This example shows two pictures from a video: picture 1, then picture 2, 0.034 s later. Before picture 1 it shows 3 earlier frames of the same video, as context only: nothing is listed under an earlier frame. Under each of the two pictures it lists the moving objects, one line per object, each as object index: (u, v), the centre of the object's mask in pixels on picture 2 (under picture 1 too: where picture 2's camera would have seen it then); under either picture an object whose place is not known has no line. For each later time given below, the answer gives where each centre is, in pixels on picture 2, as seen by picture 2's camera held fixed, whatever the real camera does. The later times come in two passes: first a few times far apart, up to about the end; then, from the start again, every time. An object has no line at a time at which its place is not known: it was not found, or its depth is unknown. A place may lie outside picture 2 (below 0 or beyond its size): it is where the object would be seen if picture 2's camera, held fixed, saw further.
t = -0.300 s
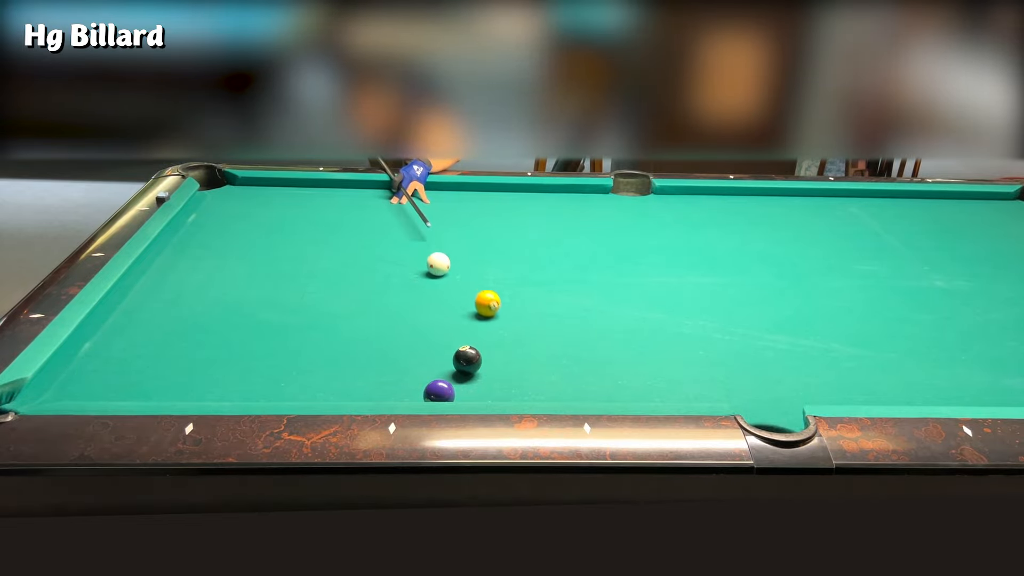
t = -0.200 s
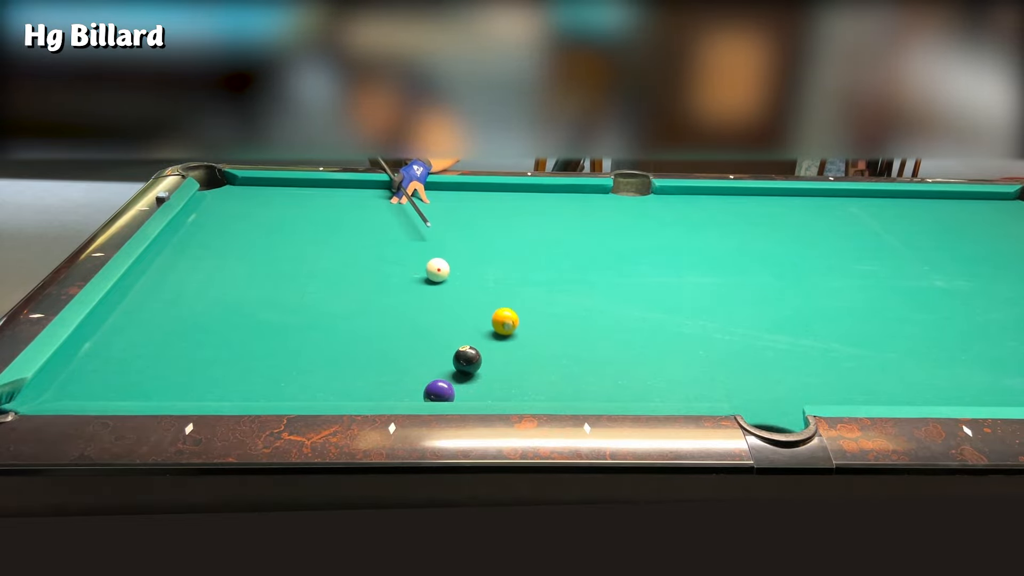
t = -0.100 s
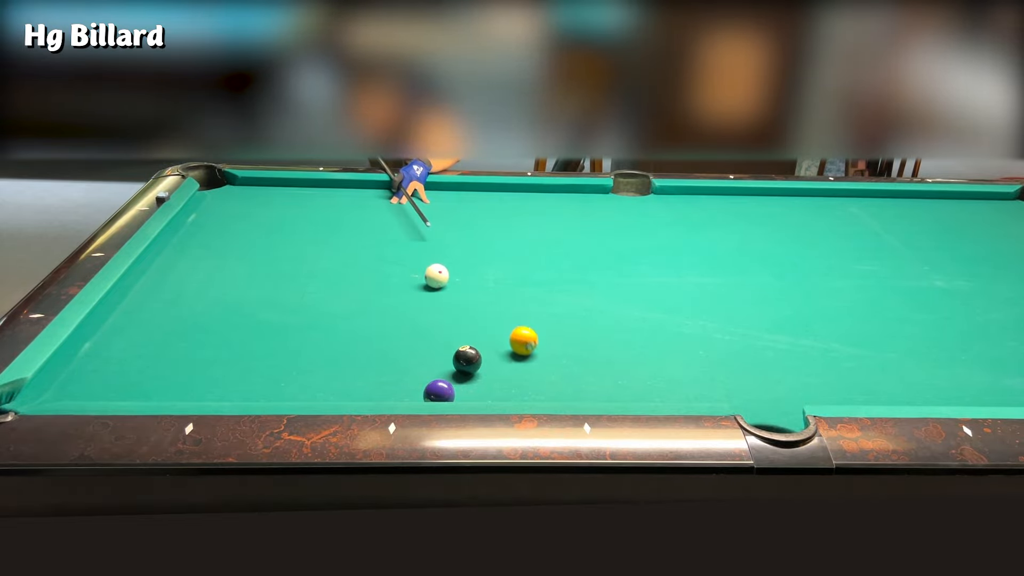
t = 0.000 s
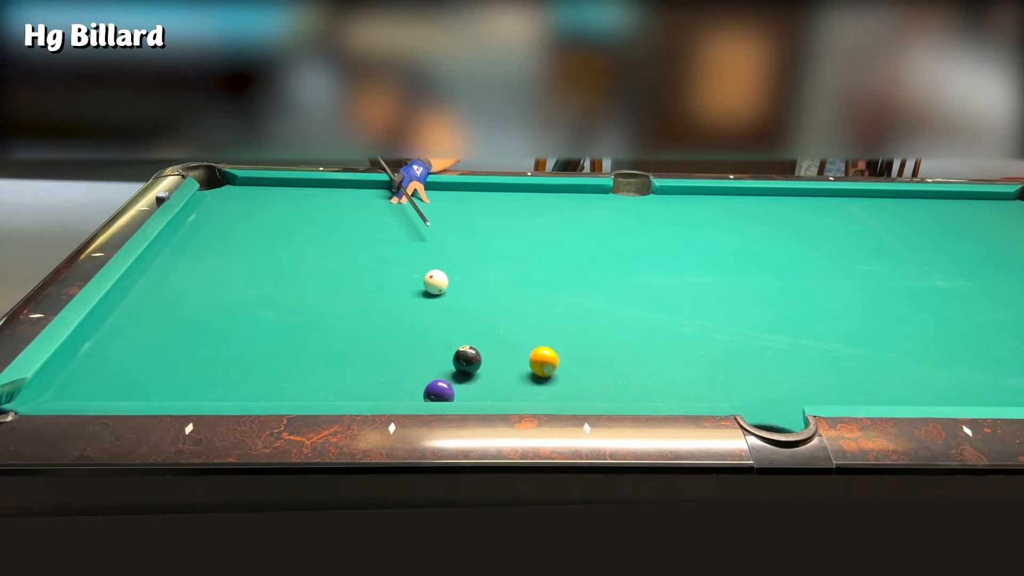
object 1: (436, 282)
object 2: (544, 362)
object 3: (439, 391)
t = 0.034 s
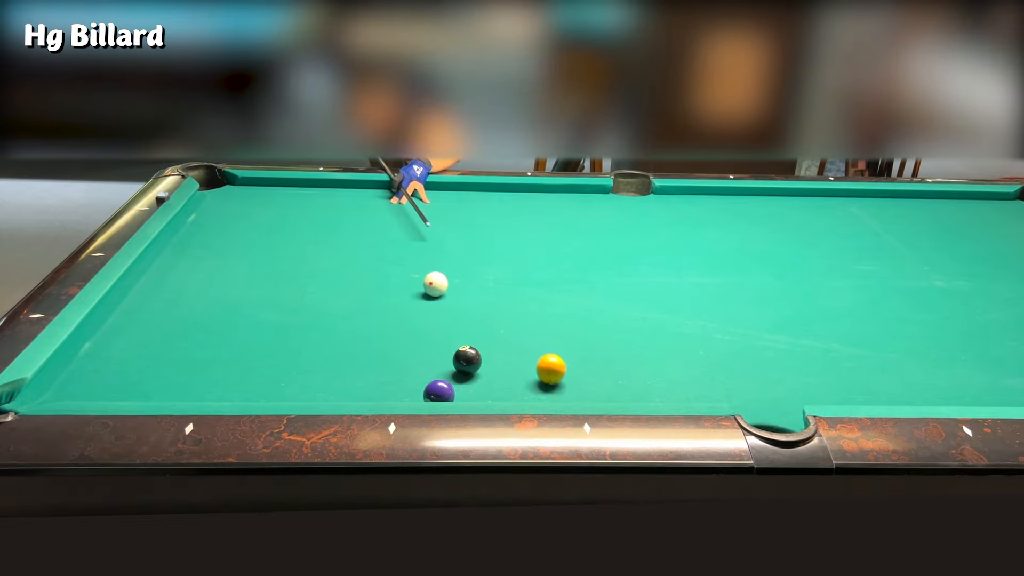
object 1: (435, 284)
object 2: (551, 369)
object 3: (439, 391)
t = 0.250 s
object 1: (433, 298)
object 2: (586, 388)
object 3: (439, 391)
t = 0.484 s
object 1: (431, 312)
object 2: (599, 364)
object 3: (439, 391)
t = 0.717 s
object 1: (428, 327)
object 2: (611, 342)
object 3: (439, 391)
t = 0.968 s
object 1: (425, 344)
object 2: (624, 322)
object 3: (439, 391)
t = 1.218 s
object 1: (422, 360)
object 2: (634, 305)
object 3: (439, 391)
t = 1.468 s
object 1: (418, 376)
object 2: (643, 290)
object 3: (439, 391)
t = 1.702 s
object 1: (411, 387)
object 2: (650, 279)
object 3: (443, 393)
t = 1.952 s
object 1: (399, 392)
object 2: (658, 267)
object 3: (447, 393)
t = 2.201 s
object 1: (391, 392)
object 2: (664, 257)
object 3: (450, 392)
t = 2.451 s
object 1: (387, 390)
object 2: (670, 248)
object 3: (451, 392)
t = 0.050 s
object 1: (435, 285)
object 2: (554, 373)
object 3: (439, 391)
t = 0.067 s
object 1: (435, 286)
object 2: (558, 377)
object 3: (439, 391)
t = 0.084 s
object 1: (435, 287)
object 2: (562, 381)
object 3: (439, 391)
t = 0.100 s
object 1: (435, 288)
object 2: (566, 385)
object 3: (439, 391)
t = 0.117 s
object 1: (435, 289)
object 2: (570, 388)
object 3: (439, 391)
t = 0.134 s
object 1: (435, 290)
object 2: (573, 390)
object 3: (439, 391)
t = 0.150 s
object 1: (434, 291)
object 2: (577, 392)
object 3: (439, 391)
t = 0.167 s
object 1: (434, 292)
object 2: (581, 394)
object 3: (439, 391)
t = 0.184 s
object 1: (434, 293)
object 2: (582, 393)
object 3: (439, 391)
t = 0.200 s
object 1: (434, 295)
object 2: (583, 391)
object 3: (439, 391)
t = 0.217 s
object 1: (434, 296)
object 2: (584, 390)
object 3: (439, 391)
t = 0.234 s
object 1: (434, 297)
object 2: (585, 389)
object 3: (439, 391)
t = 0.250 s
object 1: (433, 298)
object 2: (586, 388)
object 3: (439, 391)
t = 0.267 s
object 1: (433, 299)
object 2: (587, 386)
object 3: (439, 391)
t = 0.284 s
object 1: (433, 300)
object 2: (588, 384)
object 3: (439, 391)
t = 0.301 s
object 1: (433, 301)
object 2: (589, 382)
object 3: (439, 391)
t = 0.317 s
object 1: (432, 302)
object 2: (590, 381)
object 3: (439, 391)
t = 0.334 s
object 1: (432, 303)
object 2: (591, 379)
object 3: (439, 391)
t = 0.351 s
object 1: (432, 304)
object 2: (592, 377)
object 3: (439, 391)
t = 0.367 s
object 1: (432, 305)
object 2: (593, 375)
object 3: (439, 391)
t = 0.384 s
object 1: (432, 306)
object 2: (594, 374)
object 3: (439, 391)
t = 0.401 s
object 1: (432, 307)
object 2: (595, 372)
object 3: (439, 391)
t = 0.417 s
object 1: (431, 308)
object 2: (596, 370)
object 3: (439, 391)
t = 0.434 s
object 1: (431, 309)
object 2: (597, 368)
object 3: (439, 391)
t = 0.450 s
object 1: (431, 310)
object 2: (597, 367)
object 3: (439, 391)
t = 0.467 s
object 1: (431, 311)
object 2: (598, 366)
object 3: (439, 391)
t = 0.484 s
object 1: (431, 312)
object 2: (599, 364)
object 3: (439, 391)
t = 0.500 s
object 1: (431, 313)
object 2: (600, 362)
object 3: (439, 391)
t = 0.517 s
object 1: (430, 314)
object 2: (601, 360)
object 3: (439, 391)
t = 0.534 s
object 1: (430, 315)
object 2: (602, 359)
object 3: (439, 391)
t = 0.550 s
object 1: (430, 316)
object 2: (603, 357)
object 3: (439, 391)
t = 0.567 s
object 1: (430, 318)
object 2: (604, 356)
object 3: (439, 391)
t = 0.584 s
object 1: (430, 319)
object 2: (605, 354)
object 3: (439, 391)
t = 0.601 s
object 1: (429, 320)
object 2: (605, 353)
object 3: (439, 391)
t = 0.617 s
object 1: (429, 321)
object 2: (606, 351)
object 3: (439, 391)
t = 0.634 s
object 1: (429, 322)
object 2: (607, 349)
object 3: (439, 391)
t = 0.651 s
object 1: (429, 323)
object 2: (608, 348)
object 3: (439, 391)
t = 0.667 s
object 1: (429, 324)
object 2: (609, 346)
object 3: (439, 391)
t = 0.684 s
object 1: (428, 325)
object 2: (609, 345)
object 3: (439, 391)
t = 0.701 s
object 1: (428, 326)
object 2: (610, 344)
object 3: (439, 391)
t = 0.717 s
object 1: (428, 327)
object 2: (611, 342)
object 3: (439, 391)
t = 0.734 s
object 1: (428, 329)
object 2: (613, 340)
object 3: (439, 391)
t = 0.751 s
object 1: (428, 330)
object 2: (614, 338)
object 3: (439, 391)
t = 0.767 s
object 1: (427, 331)
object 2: (614, 337)
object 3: (439, 391)
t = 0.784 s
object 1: (427, 333)
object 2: (615, 336)
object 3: (439, 391)
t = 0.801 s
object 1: (427, 334)
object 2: (616, 334)
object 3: (439, 391)
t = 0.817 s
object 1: (427, 335)
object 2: (617, 333)
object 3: (439, 391)
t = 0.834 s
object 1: (427, 336)
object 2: (618, 332)
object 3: (439, 391)
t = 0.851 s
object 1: (426, 337)
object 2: (618, 330)
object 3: (439, 391)
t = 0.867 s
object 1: (426, 338)
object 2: (619, 329)
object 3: (439, 391)
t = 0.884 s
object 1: (426, 339)
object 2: (620, 328)
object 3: (439, 391)
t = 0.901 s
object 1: (426, 340)
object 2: (621, 327)
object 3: (439, 391)
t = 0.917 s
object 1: (426, 341)
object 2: (621, 325)
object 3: (439, 391)
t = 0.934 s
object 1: (426, 342)
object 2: (622, 324)
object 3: (439, 391)
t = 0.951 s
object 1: (425, 343)
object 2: (623, 323)
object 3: (439, 391)
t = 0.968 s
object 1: (425, 344)
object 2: (624, 322)
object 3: (439, 391)
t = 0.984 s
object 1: (425, 345)
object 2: (624, 321)
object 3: (439, 391)
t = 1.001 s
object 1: (425, 347)
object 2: (625, 319)
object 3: (439, 391)
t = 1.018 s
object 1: (425, 347)
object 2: (626, 318)
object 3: (439, 391)
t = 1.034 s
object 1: (425, 349)
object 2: (626, 317)
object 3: (439, 391)
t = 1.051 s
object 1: (424, 350)
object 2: (627, 316)
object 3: (439, 391)
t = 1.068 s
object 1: (424, 351)
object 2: (628, 315)
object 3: (439, 391)
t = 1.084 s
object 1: (424, 352)
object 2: (628, 314)
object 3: (439, 391)
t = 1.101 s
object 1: (424, 353)
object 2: (629, 312)
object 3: (439, 391)
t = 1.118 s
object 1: (424, 354)
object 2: (630, 312)
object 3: (439, 391)
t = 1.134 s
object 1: (423, 355)
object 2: (630, 311)
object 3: (439, 391)
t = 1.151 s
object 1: (423, 356)
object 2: (631, 310)
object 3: (439, 391)
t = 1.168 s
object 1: (423, 357)
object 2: (632, 308)
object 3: (439, 391)
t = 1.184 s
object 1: (423, 358)
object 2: (633, 307)
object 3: (439, 391)
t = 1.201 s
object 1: (423, 359)
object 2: (633, 306)
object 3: (439, 391)
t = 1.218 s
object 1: (422, 360)
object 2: (634, 305)
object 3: (439, 391)
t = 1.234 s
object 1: (422, 361)
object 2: (634, 304)
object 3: (439, 391)
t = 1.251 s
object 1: (422, 363)
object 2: (635, 303)
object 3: (439, 391)
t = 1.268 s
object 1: (422, 364)
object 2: (636, 302)
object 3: (439, 391)
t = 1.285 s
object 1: (422, 365)
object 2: (636, 301)
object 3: (439, 391)
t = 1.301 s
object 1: (421, 366)
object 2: (637, 300)
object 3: (439, 391)
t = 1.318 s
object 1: (421, 367)
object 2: (637, 299)
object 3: (439, 391)
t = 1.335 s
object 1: (421, 368)
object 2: (638, 298)
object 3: (439, 391)
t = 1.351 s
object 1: (421, 369)
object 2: (639, 297)
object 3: (439, 391)
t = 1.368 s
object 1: (420, 370)
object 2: (639, 296)
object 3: (439, 391)
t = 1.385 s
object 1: (420, 371)
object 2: (640, 295)
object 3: (439, 391)
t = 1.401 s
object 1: (420, 372)
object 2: (640, 294)
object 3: (439, 391)
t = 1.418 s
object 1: (419, 373)
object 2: (641, 293)
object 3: (439, 391)
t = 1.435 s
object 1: (419, 374)
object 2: (642, 292)
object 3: (439, 391)
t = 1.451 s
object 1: (419, 375)
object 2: (642, 291)
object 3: (439, 391)
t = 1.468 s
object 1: (418, 376)
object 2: (643, 290)
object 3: (439, 391)
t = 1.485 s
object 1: (418, 377)
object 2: (643, 290)
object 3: (439, 391)
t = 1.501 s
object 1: (418, 378)
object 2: (644, 289)
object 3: (439, 391)
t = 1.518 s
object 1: (417, 379)
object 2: (644, 288)
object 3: (439, 391)
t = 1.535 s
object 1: (417, 380)
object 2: (645, 287)
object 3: (439, 391)
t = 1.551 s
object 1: (417, 381)
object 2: (646, 286)
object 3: (439, 391)
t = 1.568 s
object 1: (416, 382)
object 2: (646, 285)
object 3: (439, 391)
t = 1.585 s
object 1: (416, 383)
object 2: (647, 284)
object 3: (440, 391)
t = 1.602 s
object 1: (415, 384)
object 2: (647, 284)
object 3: (440, 391)
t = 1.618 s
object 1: (415, 384)
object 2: (648, 283)
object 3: (441, 392)
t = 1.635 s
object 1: (414, 385)
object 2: (648, 282)
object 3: (441, 392)
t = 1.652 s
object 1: (414, 386)
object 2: (649, 281)
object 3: (442, 392)
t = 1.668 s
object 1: (413, 386)
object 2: (649, 280)
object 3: (442, 392)
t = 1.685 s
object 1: (412, 387)
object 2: (650, 279)
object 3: (442, 392)
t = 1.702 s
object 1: (411, 387)
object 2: (650, 279)
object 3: (443, 393)
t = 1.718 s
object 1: (410, 387)
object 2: (651, 278)
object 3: (443, 393)
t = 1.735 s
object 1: (409, 388)
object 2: (652, 277)
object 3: (444, 393)
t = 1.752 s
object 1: (408, 388)
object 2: (652, 276)
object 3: (444, 393)
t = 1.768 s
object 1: (408, 388)
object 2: (652, 275)
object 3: (445, 393)
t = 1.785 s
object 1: (407, 389)
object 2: (653, 275)
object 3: (445, 393)
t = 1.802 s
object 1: (406, 389)
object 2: (653, 274)
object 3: (445, 393)
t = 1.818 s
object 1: (405, 390)
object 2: (654, 273)
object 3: (445, 393)
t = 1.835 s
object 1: (404, 390)
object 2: (654, 272)
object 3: (446, 393)
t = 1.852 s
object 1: (403, 390)
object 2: (655, 272)
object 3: (446, 393)
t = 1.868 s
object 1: (402, 390)
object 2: (655, 271)
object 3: (446, 393)
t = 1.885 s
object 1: (402, 391)
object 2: (656, 270)
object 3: (447, 393)
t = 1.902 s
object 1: (401, 391)
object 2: (656, 269)
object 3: (447, 393)
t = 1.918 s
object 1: (400, 391)
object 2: (657, 269)
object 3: (447, 393)
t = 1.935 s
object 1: (400, 392)
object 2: (657, 268)
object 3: (447, 393)
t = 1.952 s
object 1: (399, 392)
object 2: (658, 267)
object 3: (447, 393)
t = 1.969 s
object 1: (398, 392)
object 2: (658, 267)
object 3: (447, 392)
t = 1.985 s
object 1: (397, 392)
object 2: (659, 266)
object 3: (448, 392)
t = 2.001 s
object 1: (396, 393)
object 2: (659, 265)
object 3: (448, 392)
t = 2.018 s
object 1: (395, 393)
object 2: (660, 264)
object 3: (448, 392)
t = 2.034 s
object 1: (395, 394)
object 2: (660, 264)
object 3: (448, 392)
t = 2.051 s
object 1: (394, 394)
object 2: (661, 263)
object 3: (449, 392)
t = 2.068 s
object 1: (394, 393)
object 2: (661, 263)
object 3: (449, 392)
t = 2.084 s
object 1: (393, 393)
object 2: (661, 262)
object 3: (449, 392)
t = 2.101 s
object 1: (393, 393)
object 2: (662, 261)
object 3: (449, 392)
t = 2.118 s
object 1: (393, 393)
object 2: (662, 261)
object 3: (449, 392)
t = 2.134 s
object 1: (392, 393)
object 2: (663, 260)
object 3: (449, 392)
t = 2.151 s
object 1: (392, 392)
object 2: (663, 259)
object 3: (449, 392)
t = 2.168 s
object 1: (391, 392)
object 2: (664, 259)
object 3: (449, 392)
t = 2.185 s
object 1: (391, 392)
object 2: (664, 258)
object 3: (449, 392)
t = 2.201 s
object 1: (391, 392)
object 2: (664, 257)
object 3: (450, 392)
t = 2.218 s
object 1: (390, 392)
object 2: (665, 257)
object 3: (450, 392)
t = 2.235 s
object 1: (390, 392)
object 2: (665, 256)
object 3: (450, 392)
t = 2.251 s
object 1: (390, 392)
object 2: (665, 255)
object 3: (450, 392)
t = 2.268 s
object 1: (390, 391)
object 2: (666, 255)
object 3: (450, 392)
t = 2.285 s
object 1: (389, 391)
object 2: (666, 254)
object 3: (450, 392)
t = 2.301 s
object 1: (389, 391)
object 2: (666, 254)
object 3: (450, 392)
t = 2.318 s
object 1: (389, 391)
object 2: (667, 253)
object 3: (450, 392)
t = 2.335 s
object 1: (389, 391)
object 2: (667, 252)
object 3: (450, 392)
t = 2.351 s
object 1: (388, 391)
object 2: (668, 252)
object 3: (450, 392)
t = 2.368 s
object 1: (388, 391)
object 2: (668, 251)
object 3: (450, 392)
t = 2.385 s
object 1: (388, 391)
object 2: (668, 251)
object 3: (450, 392)
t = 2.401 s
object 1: (387, 391)
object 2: (669, 250)
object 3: (451, 392)
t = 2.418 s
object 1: (387, 391)
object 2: (669, 250)
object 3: (451, 392)
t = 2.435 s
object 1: (387, 390)
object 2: (669, 249)
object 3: (451, 392)
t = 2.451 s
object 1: (387, 390)
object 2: (670, 248)
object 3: (451, 392)
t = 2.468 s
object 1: (386, 390)
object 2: (670, 248)
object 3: (451, 392)
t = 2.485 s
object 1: (386, 390)
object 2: (670, 247)
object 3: (451, 392)
